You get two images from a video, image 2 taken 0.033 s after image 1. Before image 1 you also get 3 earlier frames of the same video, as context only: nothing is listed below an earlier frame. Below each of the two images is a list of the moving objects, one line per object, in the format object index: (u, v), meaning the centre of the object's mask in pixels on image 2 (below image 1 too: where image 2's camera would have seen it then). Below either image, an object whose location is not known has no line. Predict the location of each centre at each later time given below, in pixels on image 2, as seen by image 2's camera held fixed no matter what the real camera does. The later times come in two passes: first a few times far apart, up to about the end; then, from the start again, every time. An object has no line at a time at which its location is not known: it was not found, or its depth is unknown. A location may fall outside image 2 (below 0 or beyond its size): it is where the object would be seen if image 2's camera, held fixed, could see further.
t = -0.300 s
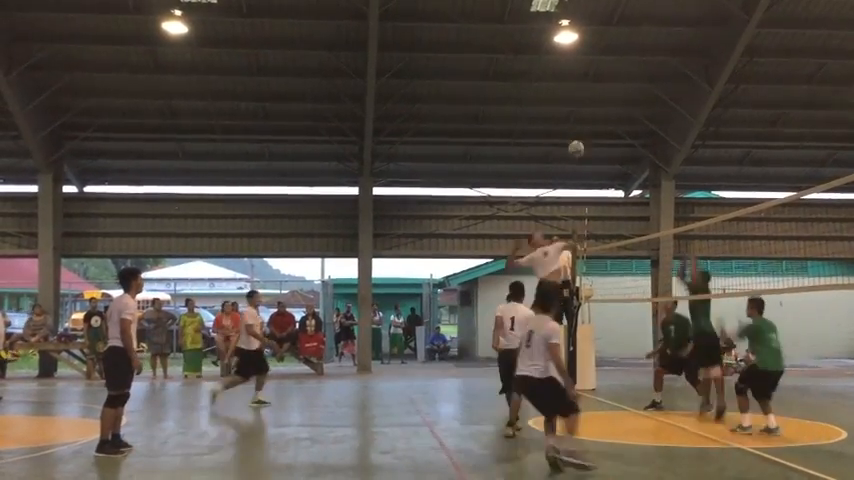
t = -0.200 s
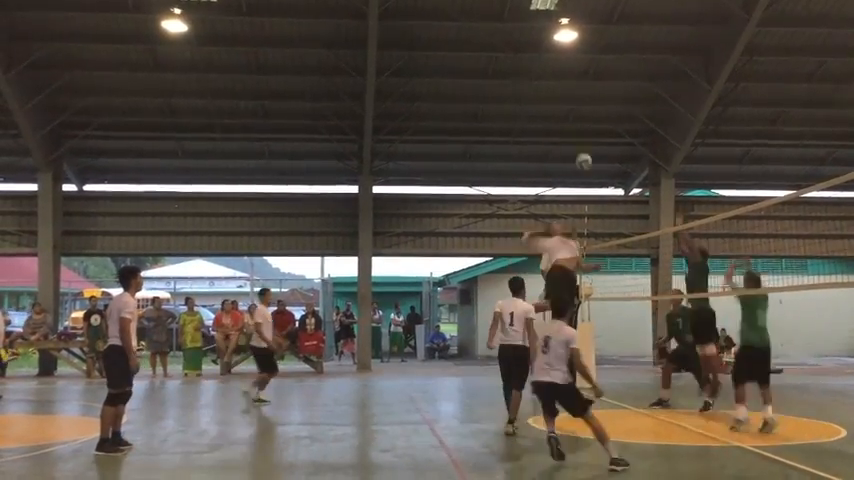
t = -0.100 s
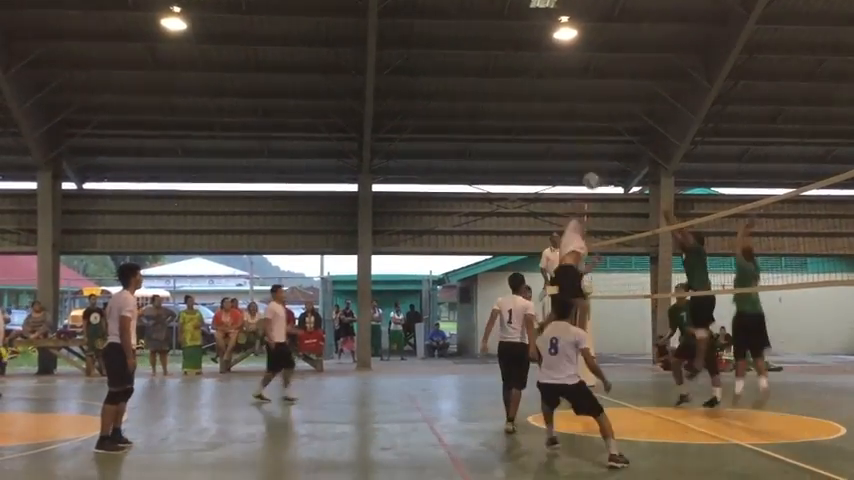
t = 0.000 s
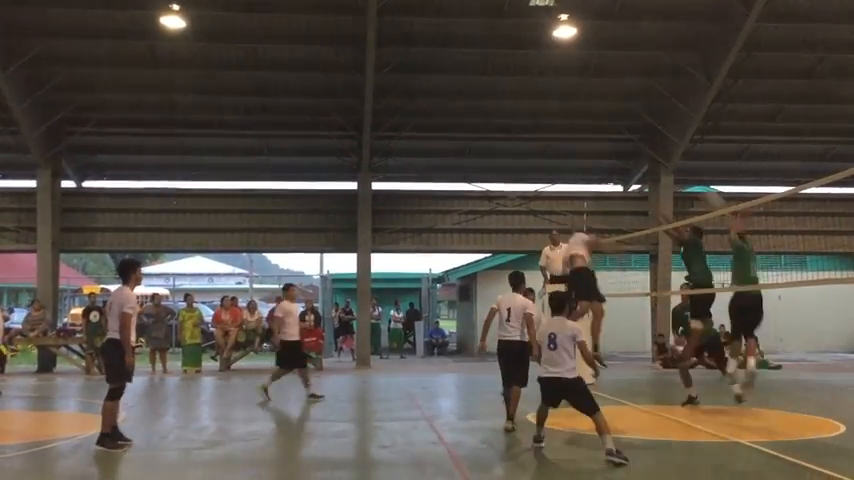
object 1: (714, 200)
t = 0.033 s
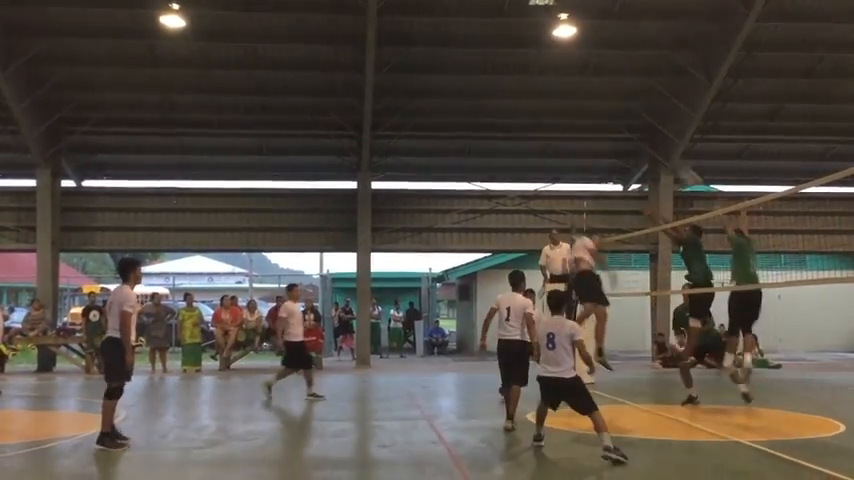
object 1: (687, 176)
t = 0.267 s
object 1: (562, 88)
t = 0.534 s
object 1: (452, 56)
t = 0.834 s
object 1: (354, 73)
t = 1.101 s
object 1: (281, 119)
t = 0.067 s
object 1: (668, 160)
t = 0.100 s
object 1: (649, 146)
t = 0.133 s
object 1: (630, 131)
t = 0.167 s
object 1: (613, 120)
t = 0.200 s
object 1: (593, 108)
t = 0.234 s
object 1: (577, 97)
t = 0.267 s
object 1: (562, 88)
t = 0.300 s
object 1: (547, 81)
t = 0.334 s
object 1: (532, 74)
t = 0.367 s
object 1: (518, 70)
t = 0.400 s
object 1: (504, 66)
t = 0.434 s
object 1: (491, 62)
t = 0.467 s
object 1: (478, 59)
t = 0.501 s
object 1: (466, 57)
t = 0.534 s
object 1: (452, 56)
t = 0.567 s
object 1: (441, 56)
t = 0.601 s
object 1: (429, 56)
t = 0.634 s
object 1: (417, 57)
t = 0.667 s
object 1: (407, 59)
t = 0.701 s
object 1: (395, 60)
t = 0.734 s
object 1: (385, 63)
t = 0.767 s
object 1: (376, 66)
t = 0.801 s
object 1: (363, 71)
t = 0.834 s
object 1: (354, 73)
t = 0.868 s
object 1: (344, 76)
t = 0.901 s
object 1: (335, 81)
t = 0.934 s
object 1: (326, 86)
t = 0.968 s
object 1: (317, 92)
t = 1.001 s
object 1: (308, 99)
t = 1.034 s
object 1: (299, 105)
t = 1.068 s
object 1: (290, 111)
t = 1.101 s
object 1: (281, 119)
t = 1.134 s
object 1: (274, 126)
